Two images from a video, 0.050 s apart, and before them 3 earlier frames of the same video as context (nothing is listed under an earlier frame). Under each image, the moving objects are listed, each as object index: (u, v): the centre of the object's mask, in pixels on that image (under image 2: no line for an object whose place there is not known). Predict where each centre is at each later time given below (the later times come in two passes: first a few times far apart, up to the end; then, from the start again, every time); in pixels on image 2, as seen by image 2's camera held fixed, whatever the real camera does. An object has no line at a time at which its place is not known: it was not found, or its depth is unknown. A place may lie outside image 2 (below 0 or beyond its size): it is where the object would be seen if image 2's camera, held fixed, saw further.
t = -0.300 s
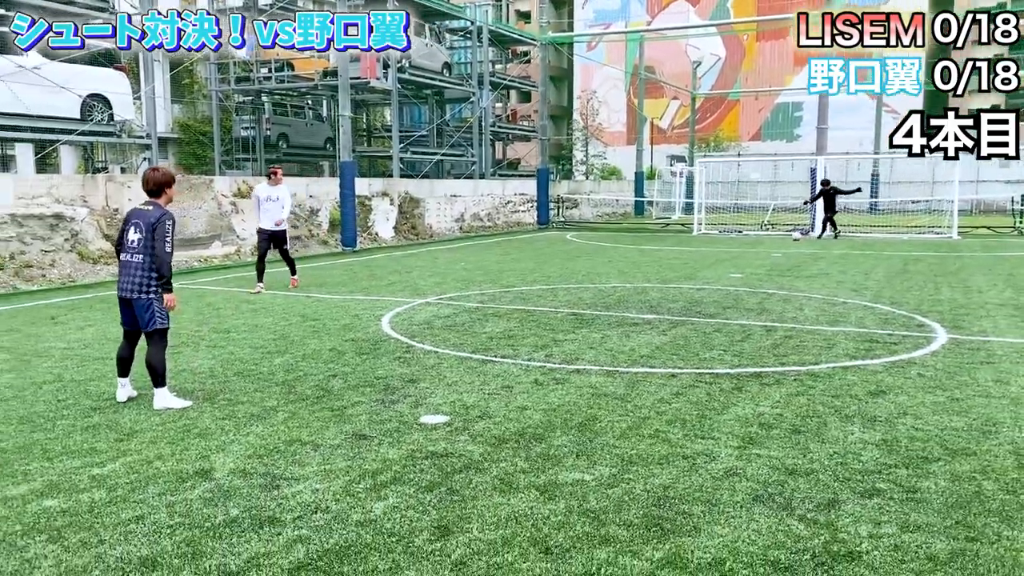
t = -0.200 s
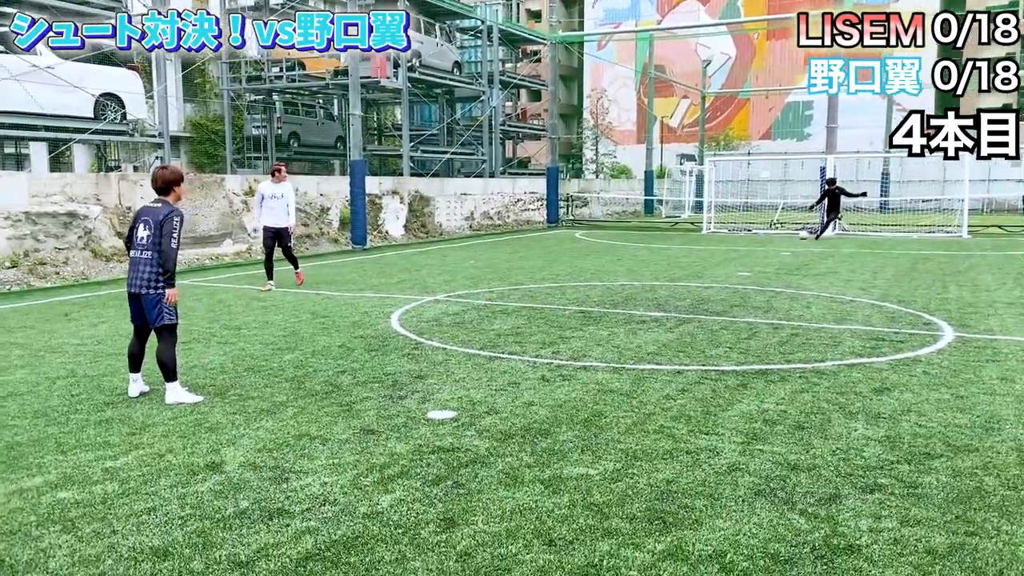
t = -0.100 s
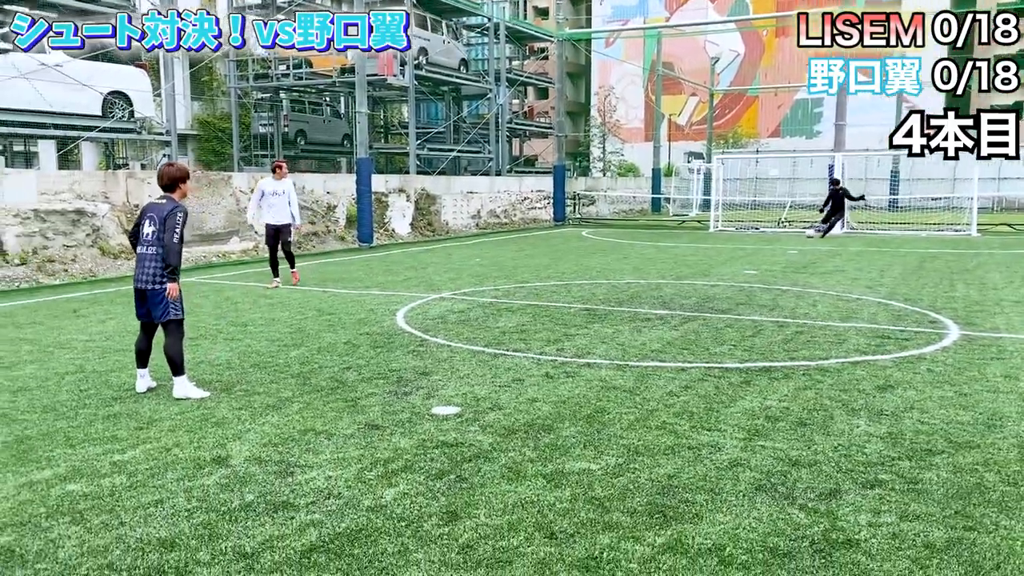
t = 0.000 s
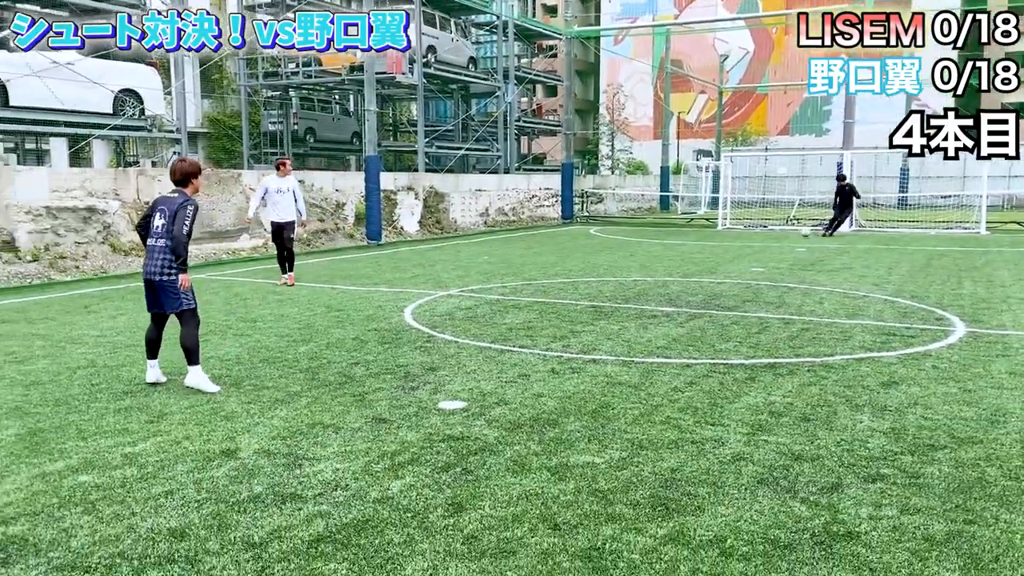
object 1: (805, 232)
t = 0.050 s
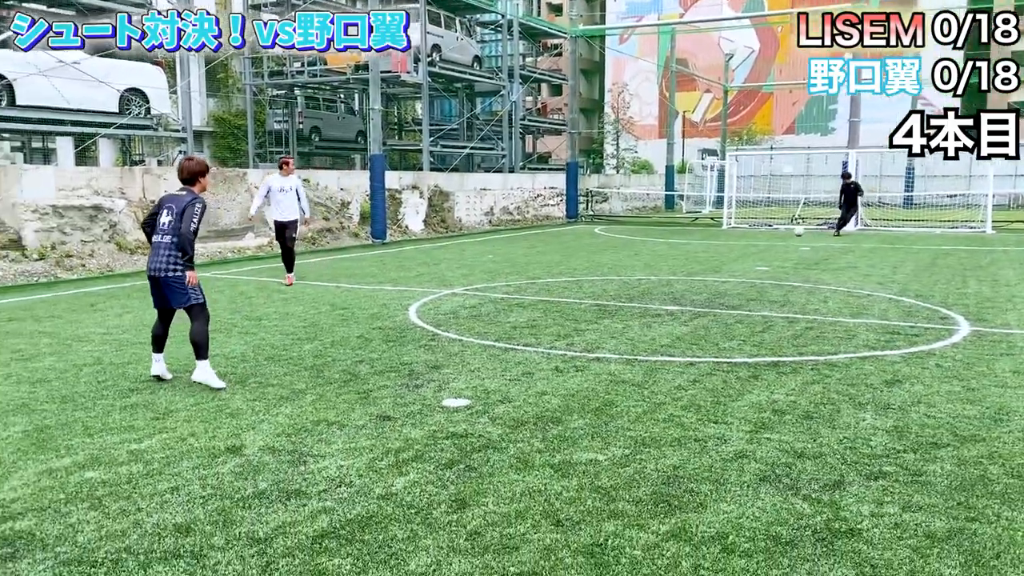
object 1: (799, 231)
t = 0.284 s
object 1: (734, 244)
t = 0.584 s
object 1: (622, 271)
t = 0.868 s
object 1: (465, 306)
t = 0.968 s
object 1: (391, 320)
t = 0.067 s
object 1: (794, 231)
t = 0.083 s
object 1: (790, 232)
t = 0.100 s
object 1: (786, 233)
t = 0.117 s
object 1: (782, 233)
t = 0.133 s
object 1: (778, 234)
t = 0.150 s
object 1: (773, 235)
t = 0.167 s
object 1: (768, 236)
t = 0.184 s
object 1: (764, 236)
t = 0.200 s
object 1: (759, 238)
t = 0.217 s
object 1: (755, 239)
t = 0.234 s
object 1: (750, 240)
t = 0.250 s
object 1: (744, 241)
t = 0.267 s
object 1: (739, 242)
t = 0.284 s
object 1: (734, 244)
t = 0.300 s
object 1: (729, 245)
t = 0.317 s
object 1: (723, 248)
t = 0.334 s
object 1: (718, 249)
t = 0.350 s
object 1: (713, 251)
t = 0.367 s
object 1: (706, 254)
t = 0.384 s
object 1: (700, 256)
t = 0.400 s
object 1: (695, 257)
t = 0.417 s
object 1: (689, 258)
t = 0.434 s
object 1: (683, 259)
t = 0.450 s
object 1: (677, 260)
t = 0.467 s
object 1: (671, 260)
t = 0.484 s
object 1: (664, 262)
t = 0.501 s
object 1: (657, 263)
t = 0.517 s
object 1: (651, 264)
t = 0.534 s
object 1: (644, 265)
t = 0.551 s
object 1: (637, 267)
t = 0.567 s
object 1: (629, 269)
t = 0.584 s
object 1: (622, 271)
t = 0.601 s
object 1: (615, 273)
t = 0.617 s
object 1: (606, 275)
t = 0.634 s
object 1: (599, 277)
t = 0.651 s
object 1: (591, 279)
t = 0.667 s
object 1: (582, 281)
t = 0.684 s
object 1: (574, 282)
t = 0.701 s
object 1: (565, 283)
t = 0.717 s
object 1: (557, 285)
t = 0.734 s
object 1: (547, 287)
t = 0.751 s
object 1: (538, 288)
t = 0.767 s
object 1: (528, 291)
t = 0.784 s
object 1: (519, 293)
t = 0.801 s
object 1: (508, 296)
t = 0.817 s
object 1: (498, 299)
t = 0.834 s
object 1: (485, 301)
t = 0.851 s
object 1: (475, 304)
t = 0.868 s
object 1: (465, 306)
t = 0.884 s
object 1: (453, 308)
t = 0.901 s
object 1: (441, 311)
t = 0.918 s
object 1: (428, 312)
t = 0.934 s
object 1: (416, 314)
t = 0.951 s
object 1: (405, 317)
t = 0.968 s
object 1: (391, 320)
